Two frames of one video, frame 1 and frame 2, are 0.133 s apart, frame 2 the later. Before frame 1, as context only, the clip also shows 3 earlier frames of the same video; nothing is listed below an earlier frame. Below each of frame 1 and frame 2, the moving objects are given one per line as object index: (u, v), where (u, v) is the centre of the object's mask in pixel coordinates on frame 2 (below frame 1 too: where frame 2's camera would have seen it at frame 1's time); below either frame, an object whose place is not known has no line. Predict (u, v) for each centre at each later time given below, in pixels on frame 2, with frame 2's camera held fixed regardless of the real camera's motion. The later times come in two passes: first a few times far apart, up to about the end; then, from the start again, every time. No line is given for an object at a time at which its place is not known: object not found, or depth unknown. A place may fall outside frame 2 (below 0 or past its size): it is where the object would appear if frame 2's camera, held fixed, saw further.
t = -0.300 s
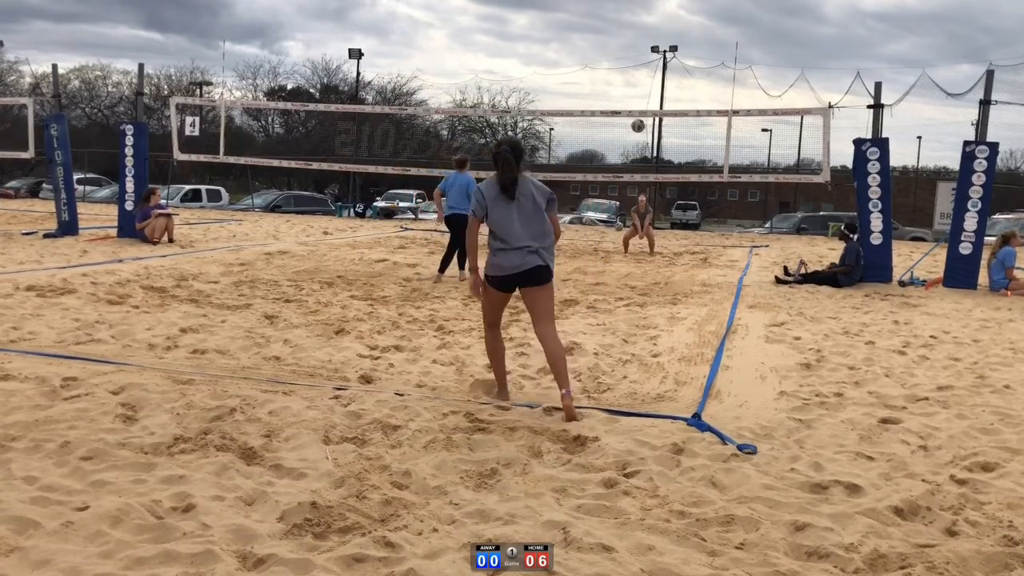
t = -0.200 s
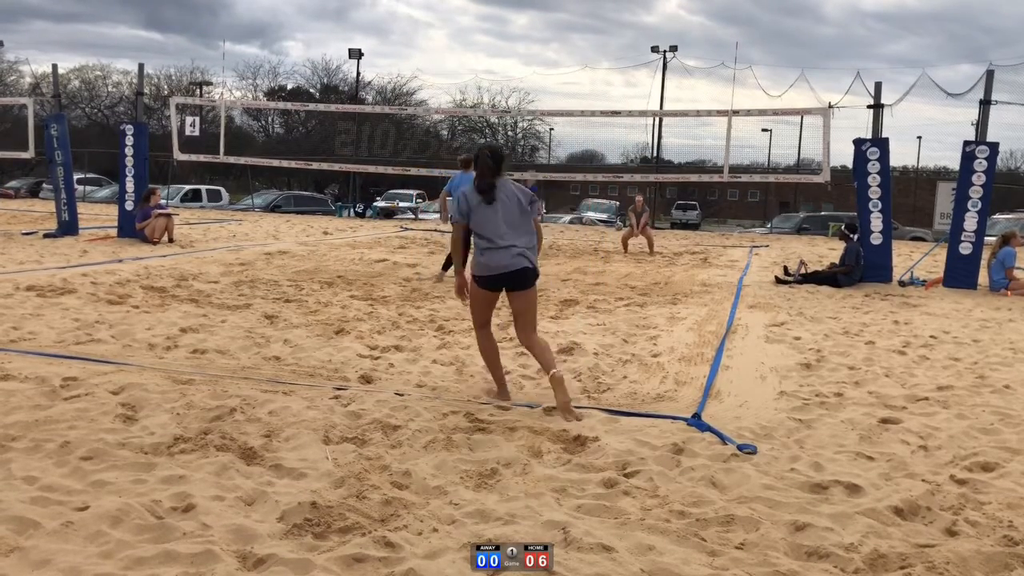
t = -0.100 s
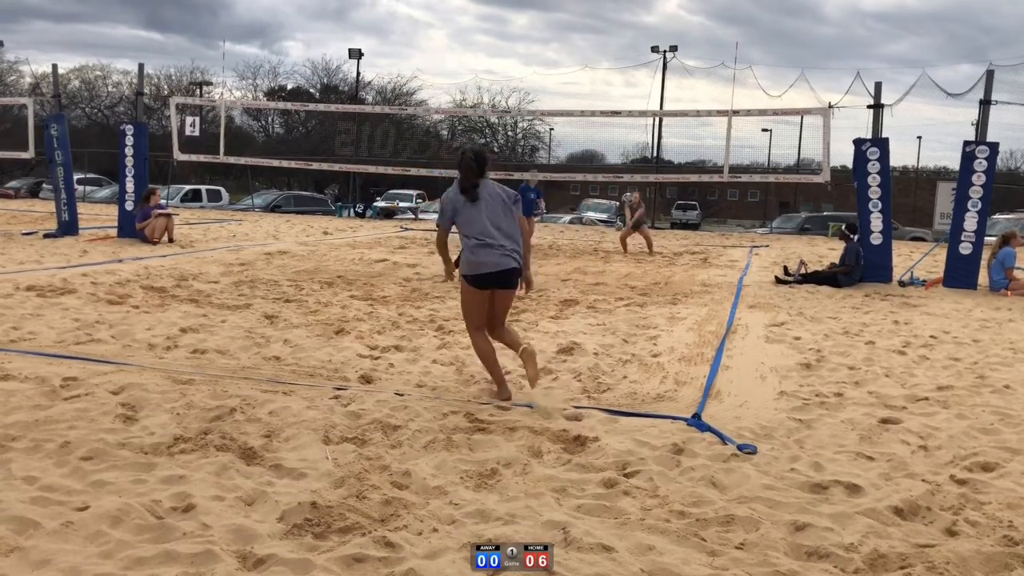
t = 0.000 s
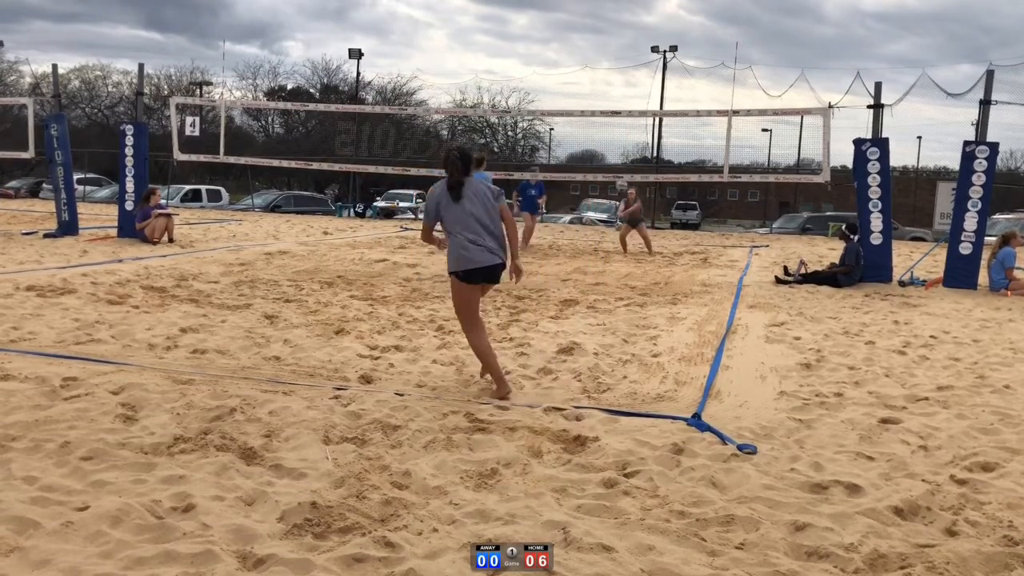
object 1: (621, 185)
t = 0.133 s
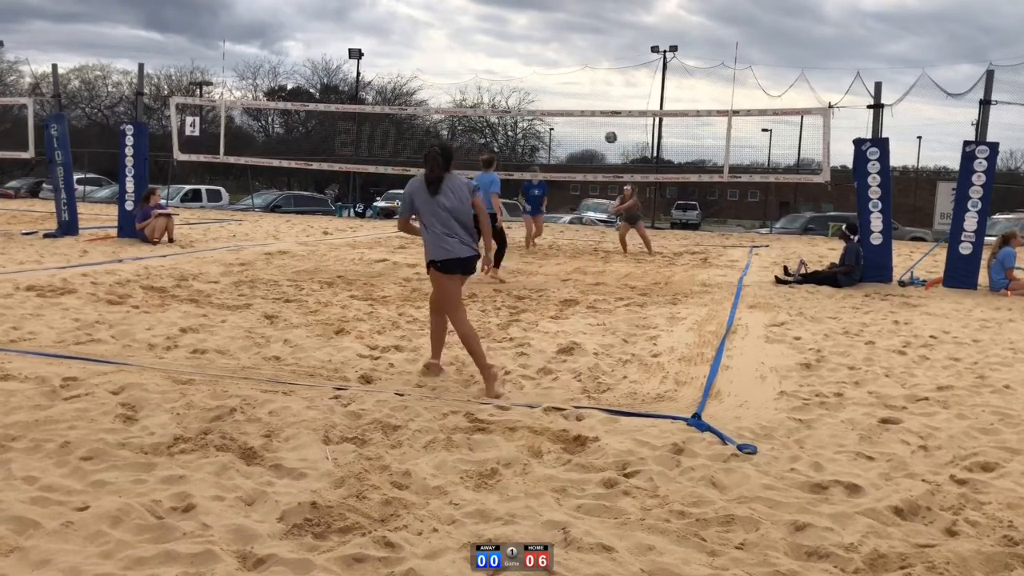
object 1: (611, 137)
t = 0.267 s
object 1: (600, 96)
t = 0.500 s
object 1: (580, 48)
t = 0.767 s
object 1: (556, 29)
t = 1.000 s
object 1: (535, 45)
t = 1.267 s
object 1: (510, 102)
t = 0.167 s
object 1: (608, 126)
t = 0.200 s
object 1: (605, 119)
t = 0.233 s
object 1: (603, 105)
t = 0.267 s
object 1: (600, 96)
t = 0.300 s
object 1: (597, 88)
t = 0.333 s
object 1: (594, 80)
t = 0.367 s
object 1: (591, 72)
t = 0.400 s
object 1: (589, 65)
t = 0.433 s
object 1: (586, 59)
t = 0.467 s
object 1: (583, 54)
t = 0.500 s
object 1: (580, 48)
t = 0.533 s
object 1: (577, 44)
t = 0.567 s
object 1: (574, 40)
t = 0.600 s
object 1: (571, 37)
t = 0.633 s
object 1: (569, 34)
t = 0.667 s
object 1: (566, 32)
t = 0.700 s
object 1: (562, 30)
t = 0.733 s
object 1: (560, 29)
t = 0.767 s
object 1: (556, 29)
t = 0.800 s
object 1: (554, 29)
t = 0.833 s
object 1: (550, 30)
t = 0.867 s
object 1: (547, 32)
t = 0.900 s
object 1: (544, 34)
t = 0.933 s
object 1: (541, 37)
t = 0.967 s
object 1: (538, 41)
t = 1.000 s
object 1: (535, 45)
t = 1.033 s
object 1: (532, 50)
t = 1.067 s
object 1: (529, 55)
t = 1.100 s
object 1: (526, 61)
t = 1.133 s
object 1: (523, 68)
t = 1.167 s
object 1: (520, 75)
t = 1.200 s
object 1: (516, 84)
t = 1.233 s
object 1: (514, 92)
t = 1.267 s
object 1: (510, 102)
